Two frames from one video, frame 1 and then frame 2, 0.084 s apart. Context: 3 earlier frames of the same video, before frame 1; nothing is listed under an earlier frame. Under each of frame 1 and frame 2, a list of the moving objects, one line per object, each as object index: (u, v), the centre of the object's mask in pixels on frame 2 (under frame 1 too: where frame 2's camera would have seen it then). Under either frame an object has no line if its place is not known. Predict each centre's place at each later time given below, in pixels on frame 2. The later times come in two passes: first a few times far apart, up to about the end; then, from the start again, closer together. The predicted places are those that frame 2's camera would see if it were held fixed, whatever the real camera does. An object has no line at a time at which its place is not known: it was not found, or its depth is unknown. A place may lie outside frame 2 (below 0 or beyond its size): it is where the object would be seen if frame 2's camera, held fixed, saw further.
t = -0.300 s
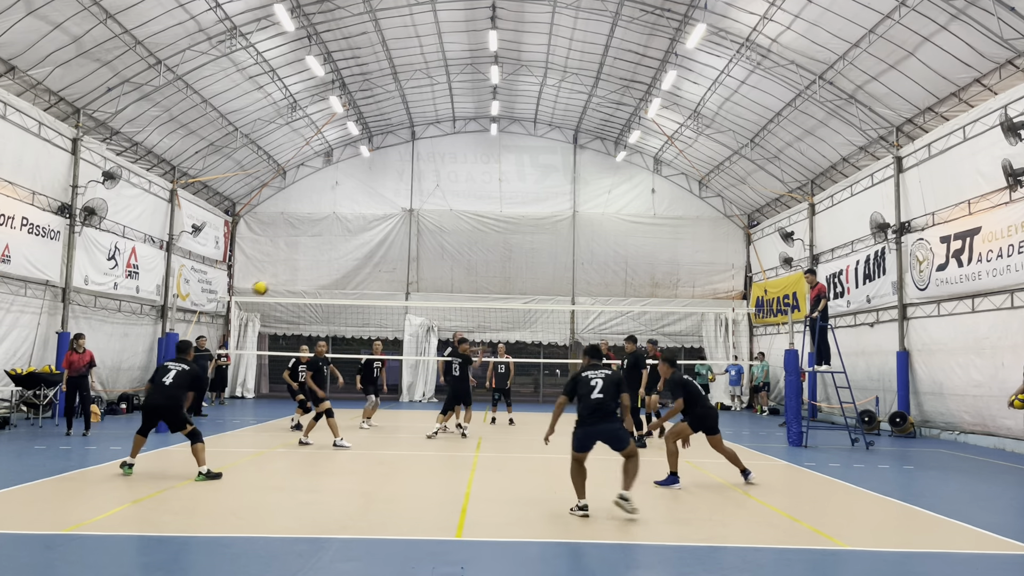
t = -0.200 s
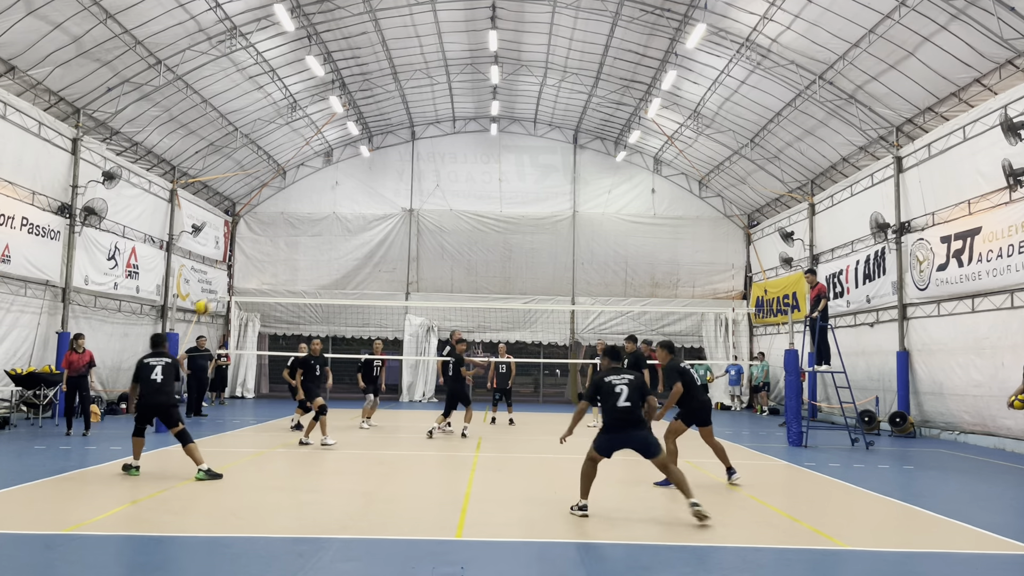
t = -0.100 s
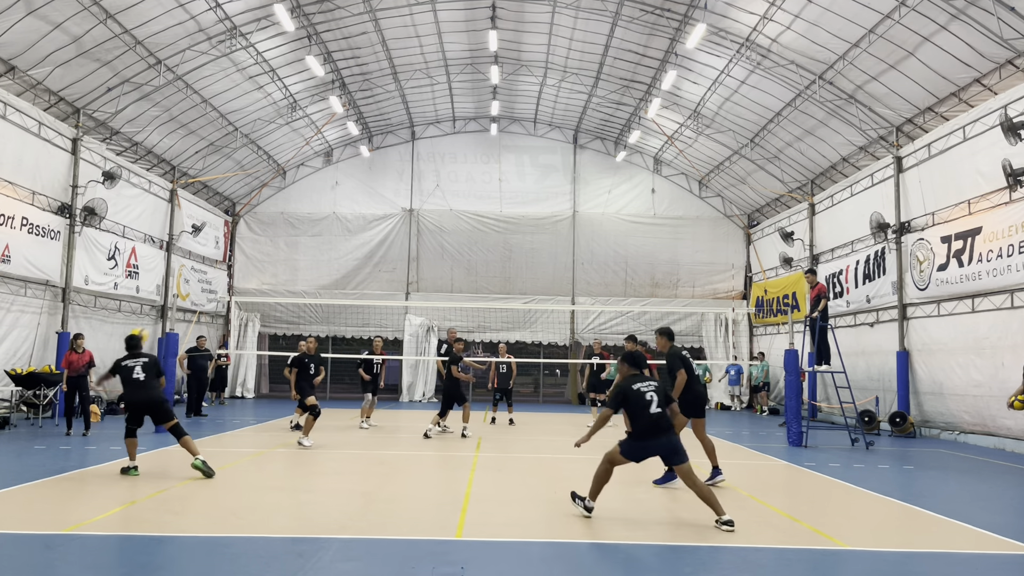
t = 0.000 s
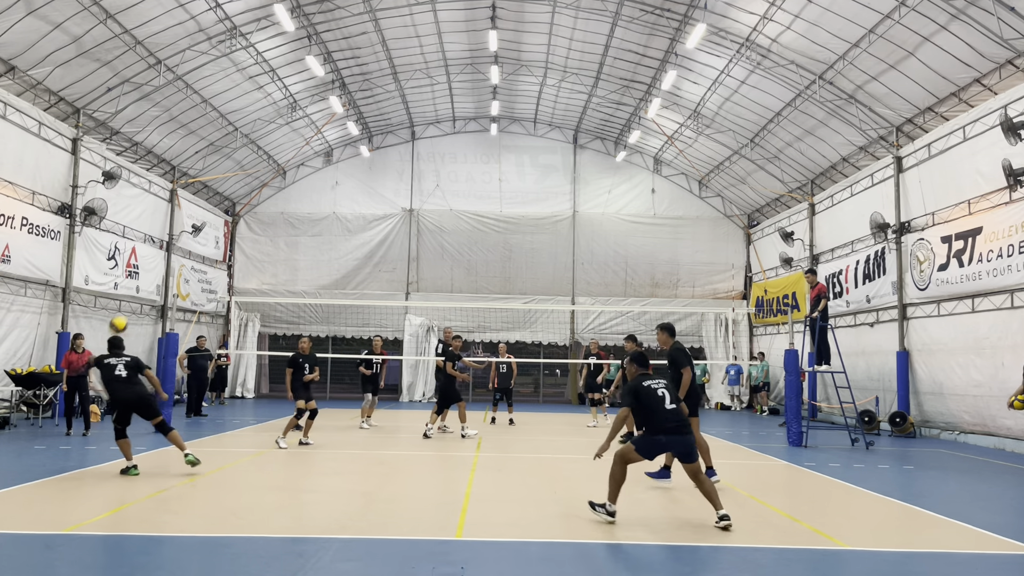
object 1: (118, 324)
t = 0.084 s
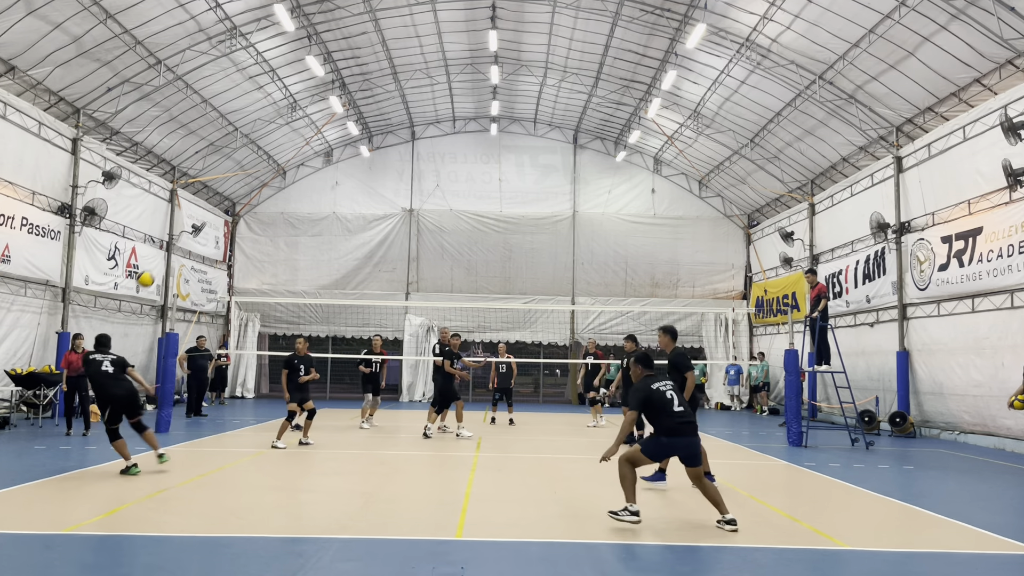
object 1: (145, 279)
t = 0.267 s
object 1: (202, 200)
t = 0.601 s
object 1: (292, 132)
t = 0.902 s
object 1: (365, 143)
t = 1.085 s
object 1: (405, 182)
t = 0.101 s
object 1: (151, 271)
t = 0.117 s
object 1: (156, 263)
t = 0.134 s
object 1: (162, 254)
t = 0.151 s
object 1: (167, 247)
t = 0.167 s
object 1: (171, 239)
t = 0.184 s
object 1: (176, 232)
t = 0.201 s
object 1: (181, 225)
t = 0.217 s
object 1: (186, 219)
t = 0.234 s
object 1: (192, 212)
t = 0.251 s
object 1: (197, 205)
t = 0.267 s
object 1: (202, 200)
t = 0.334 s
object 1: (221, 180)
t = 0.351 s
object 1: (226, 175)
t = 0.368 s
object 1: (230, 171)
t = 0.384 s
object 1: (235, 166)
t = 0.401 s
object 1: (239, 162)
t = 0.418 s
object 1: (244, 159)
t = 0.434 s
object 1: (249, 155)
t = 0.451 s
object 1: (253, 152)
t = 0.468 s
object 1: (258, 149)
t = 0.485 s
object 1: (262, 146)
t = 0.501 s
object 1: (266, 143)
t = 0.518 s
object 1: (271, 141)
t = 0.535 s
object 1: (275, 139)
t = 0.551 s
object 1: (279, 137)
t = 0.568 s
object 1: (284, 135)
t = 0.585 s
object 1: (288, 133)
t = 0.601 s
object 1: (292, 132)
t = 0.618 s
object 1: (296, 131)
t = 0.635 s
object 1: (301, 130)
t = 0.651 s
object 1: (305, 130)
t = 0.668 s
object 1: (309, 129)
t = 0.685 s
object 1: (313, 129)
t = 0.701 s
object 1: (317, 129)
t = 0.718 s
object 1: (321, 129)
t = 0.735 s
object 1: (325, 129)
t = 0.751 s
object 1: (329, 130)
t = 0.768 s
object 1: (333, 131)
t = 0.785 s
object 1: (337, 131)
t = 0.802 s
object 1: (341, 132)
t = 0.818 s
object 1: (345, 134)
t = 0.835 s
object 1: (349, 136)
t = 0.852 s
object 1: (354, 138)
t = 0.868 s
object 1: (357, 139)
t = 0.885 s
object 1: (361, 141)
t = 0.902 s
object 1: (365, 143)
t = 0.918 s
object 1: (368, 146)
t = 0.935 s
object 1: (373, 148)
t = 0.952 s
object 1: (376, 151)
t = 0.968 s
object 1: (379, 154)
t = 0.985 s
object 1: (383, 157)
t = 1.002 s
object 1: (387, 161)
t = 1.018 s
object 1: (391, 165)
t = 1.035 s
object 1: (395, 169)
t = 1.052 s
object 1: (398, 173)
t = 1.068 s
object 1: (401, 177)
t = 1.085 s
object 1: (405, 182)
